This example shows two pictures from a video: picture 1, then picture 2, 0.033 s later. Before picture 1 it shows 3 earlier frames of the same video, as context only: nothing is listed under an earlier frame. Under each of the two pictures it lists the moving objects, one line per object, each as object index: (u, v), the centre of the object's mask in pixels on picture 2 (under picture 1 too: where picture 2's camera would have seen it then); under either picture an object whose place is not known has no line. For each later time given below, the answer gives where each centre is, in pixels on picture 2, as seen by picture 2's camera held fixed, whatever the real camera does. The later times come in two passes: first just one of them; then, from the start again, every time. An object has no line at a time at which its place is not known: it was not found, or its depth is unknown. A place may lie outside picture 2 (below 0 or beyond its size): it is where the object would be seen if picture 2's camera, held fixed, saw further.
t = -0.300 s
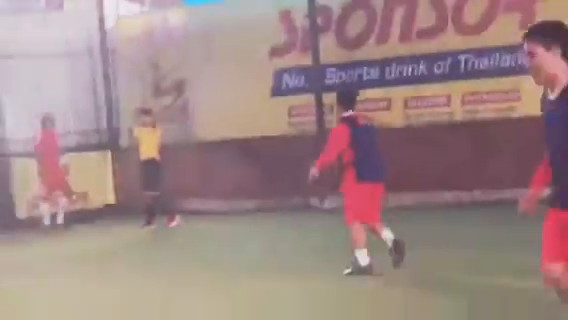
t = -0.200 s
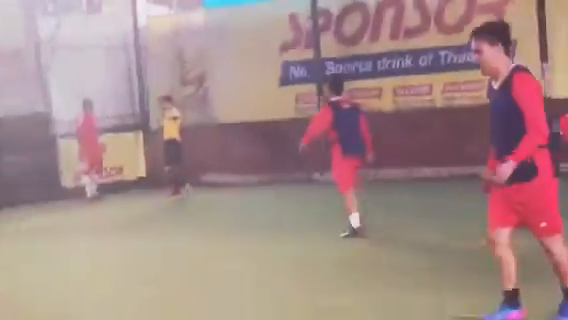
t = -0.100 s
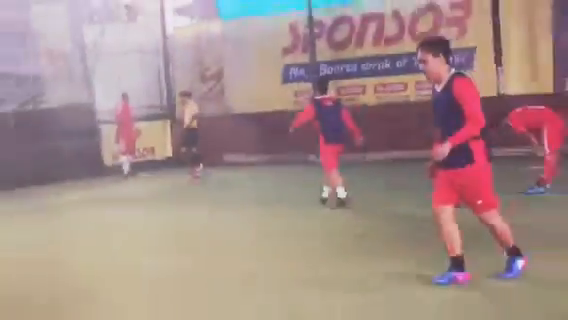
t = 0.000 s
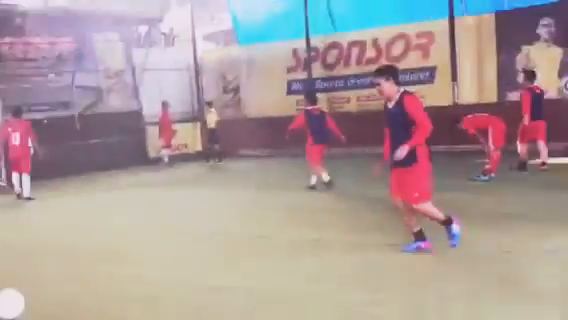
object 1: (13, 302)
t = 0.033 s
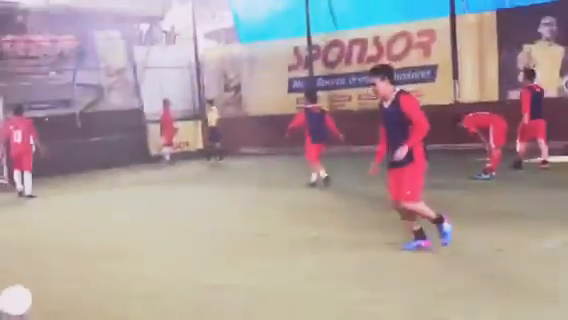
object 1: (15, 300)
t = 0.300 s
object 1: (57, 290)
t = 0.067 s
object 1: (18, 299)
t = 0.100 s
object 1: (26, 298)
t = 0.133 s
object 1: (31, 297)
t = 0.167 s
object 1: (37, 295)
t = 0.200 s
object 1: (42, 294)
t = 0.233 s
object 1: (47, 293)
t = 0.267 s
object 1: (52, 292)
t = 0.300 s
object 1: (57, 290)
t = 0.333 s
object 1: (62, 289)
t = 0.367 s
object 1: (67, 289)
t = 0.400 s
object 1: (71, 288)
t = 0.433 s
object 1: (76, 286)
